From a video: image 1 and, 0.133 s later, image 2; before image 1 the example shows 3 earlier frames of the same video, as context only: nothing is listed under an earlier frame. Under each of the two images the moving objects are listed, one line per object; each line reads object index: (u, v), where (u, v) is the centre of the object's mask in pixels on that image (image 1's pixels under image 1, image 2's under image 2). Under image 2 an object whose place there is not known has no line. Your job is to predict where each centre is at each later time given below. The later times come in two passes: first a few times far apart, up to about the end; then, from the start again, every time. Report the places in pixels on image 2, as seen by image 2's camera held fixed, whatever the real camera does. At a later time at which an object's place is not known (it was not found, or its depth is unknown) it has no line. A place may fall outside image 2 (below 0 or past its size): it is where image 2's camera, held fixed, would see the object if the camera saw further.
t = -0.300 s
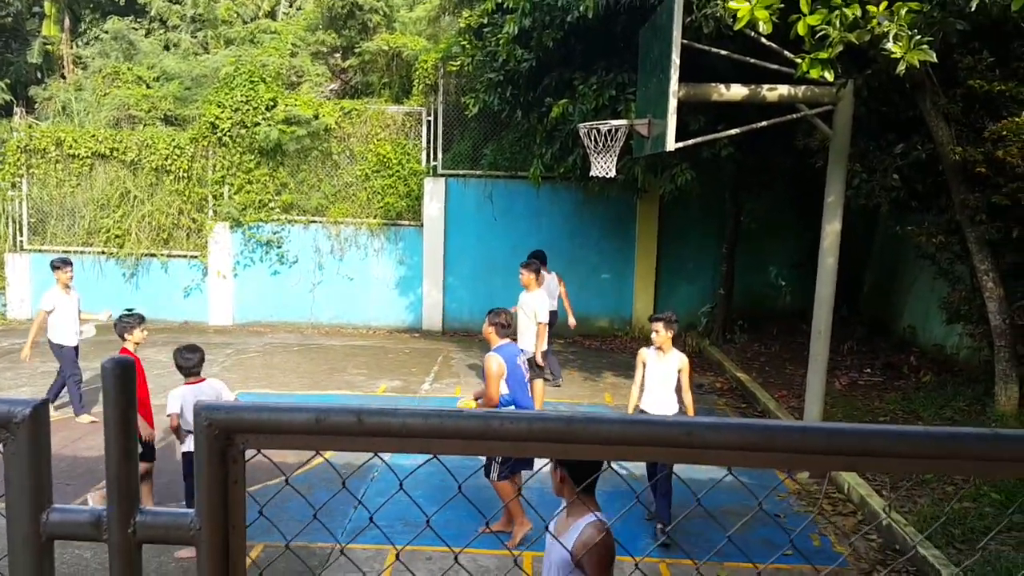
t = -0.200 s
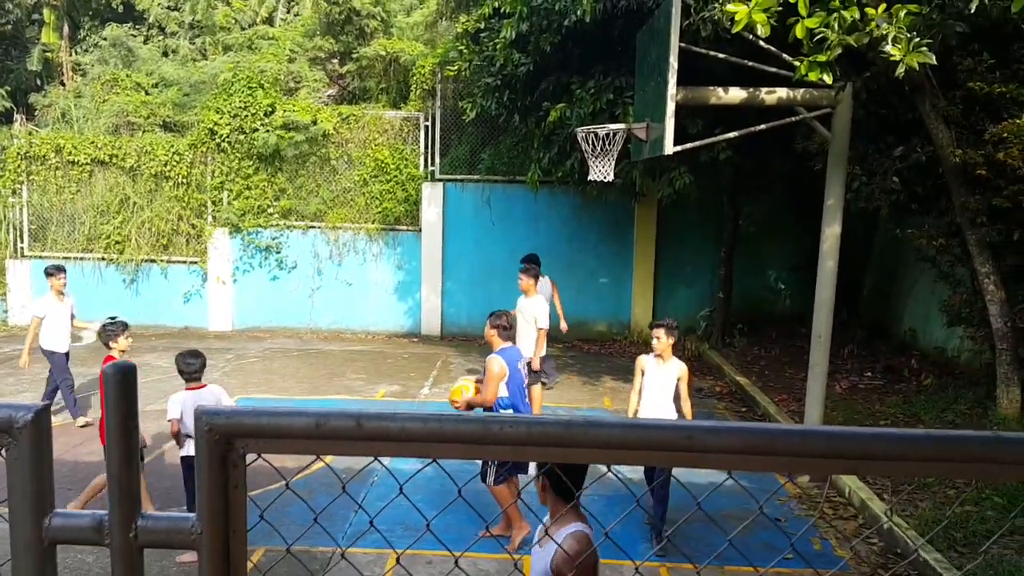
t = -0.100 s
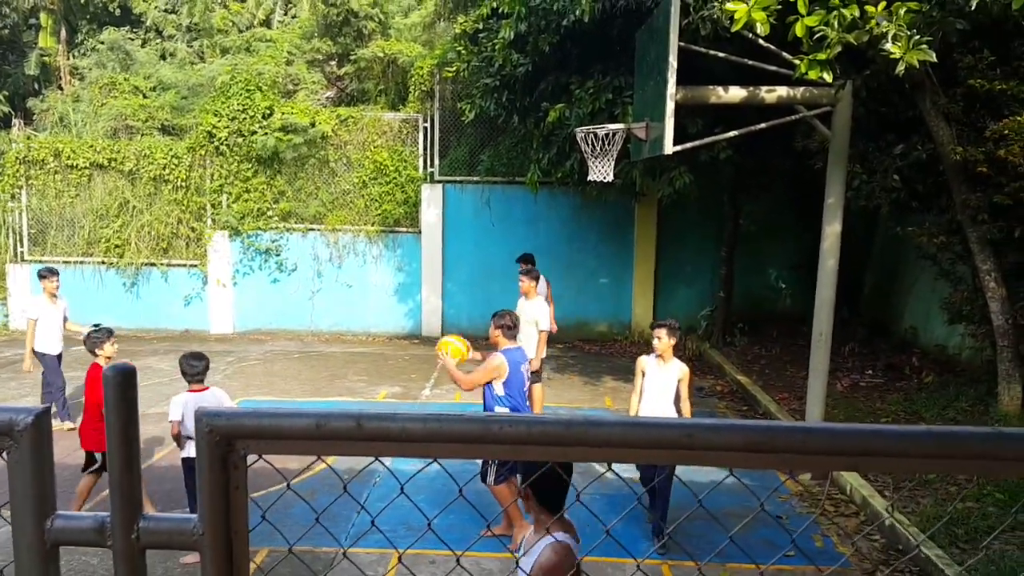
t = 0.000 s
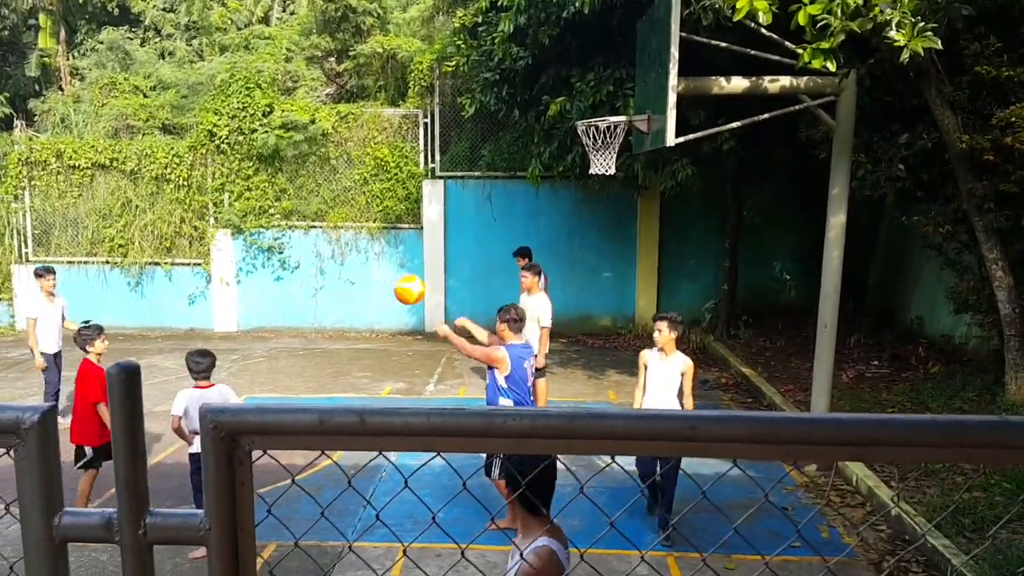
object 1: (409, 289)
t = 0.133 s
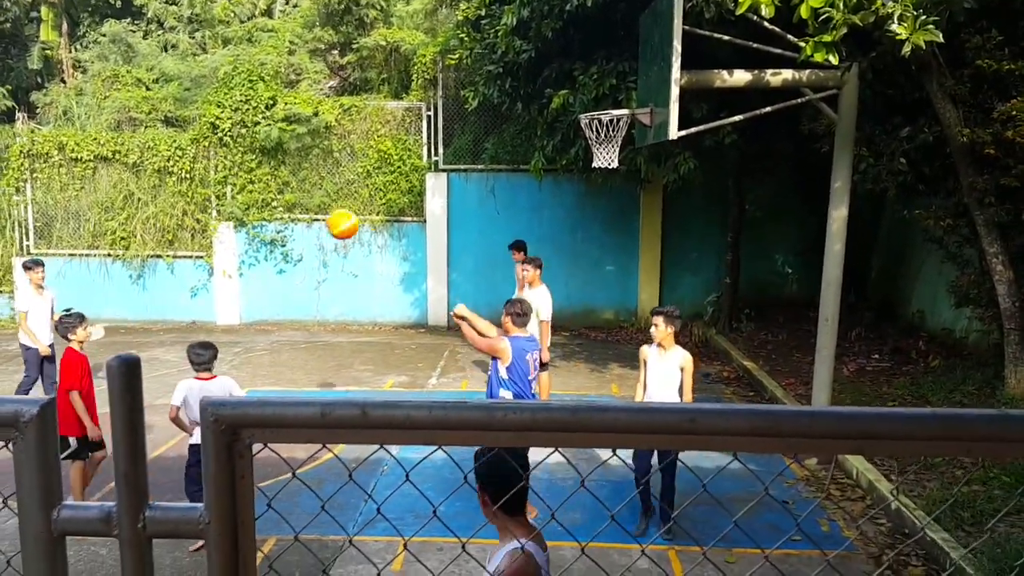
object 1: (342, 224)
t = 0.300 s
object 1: (263, 178)
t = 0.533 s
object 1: (159, 184)
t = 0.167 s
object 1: (326, 212)
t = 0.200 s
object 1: (312, 201)
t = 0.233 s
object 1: (296, 192)
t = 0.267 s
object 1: (280, 184)
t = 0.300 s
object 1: (263, 178)
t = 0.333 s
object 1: (247, 174)
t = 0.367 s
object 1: (232, 172)
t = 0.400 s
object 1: (217, 172)
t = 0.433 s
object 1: (202, 173)
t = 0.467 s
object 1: (188, 175)
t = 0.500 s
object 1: (173, 179)
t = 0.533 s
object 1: (159, 184)
